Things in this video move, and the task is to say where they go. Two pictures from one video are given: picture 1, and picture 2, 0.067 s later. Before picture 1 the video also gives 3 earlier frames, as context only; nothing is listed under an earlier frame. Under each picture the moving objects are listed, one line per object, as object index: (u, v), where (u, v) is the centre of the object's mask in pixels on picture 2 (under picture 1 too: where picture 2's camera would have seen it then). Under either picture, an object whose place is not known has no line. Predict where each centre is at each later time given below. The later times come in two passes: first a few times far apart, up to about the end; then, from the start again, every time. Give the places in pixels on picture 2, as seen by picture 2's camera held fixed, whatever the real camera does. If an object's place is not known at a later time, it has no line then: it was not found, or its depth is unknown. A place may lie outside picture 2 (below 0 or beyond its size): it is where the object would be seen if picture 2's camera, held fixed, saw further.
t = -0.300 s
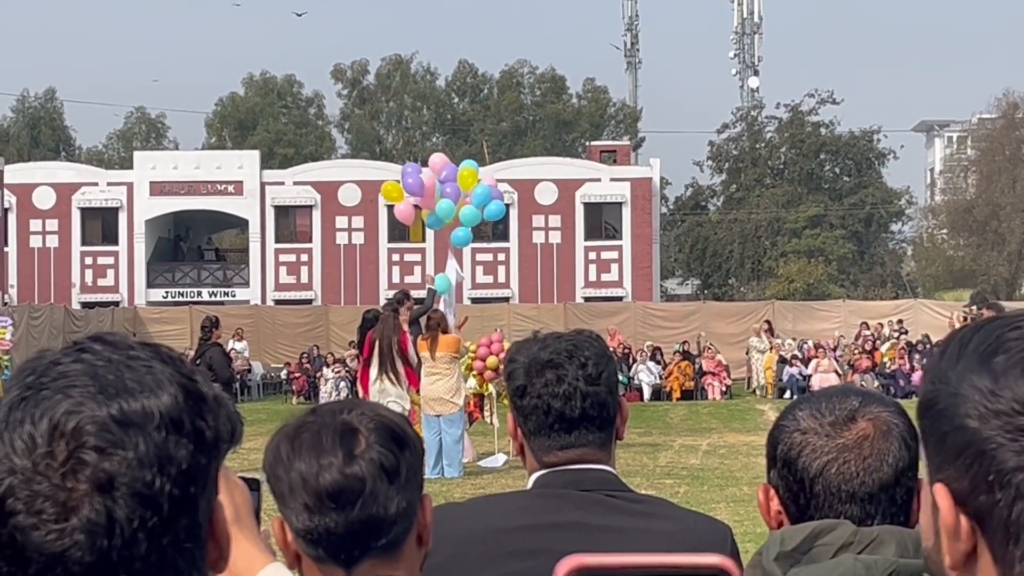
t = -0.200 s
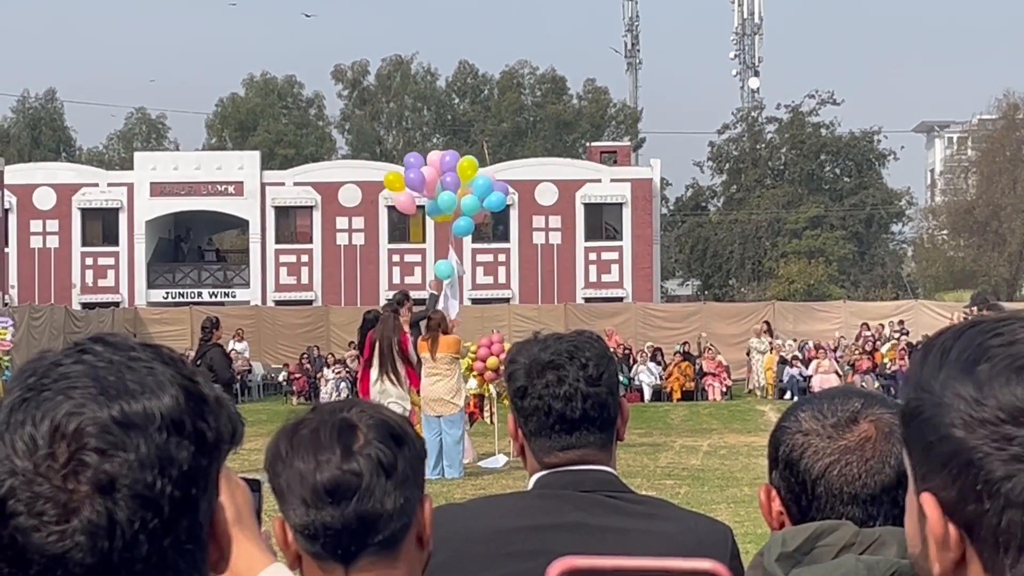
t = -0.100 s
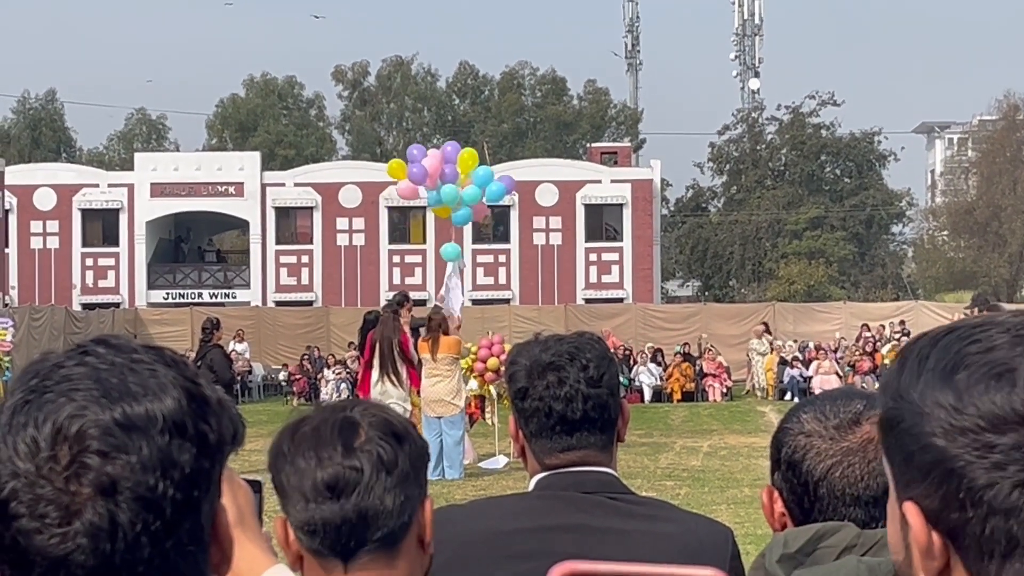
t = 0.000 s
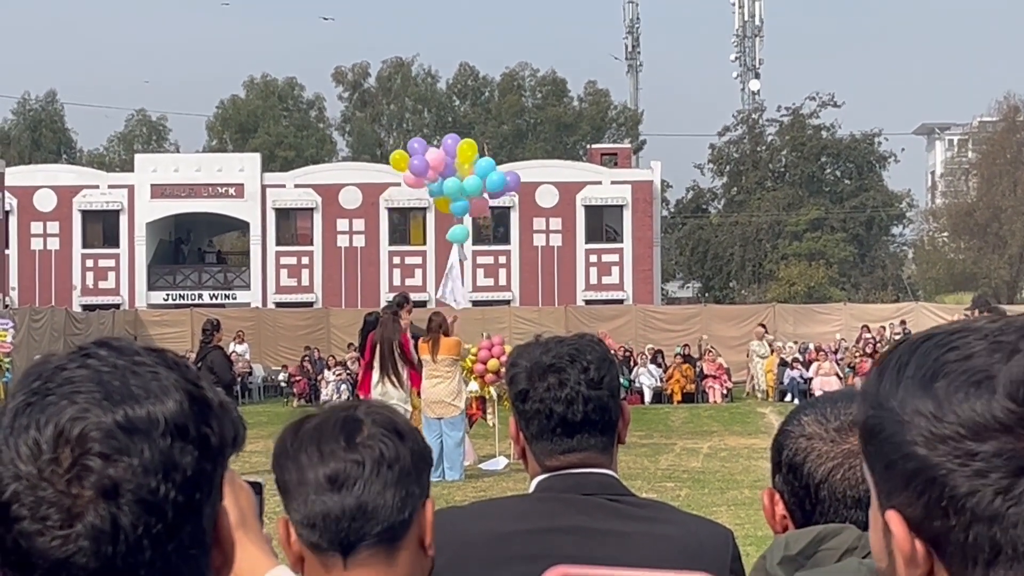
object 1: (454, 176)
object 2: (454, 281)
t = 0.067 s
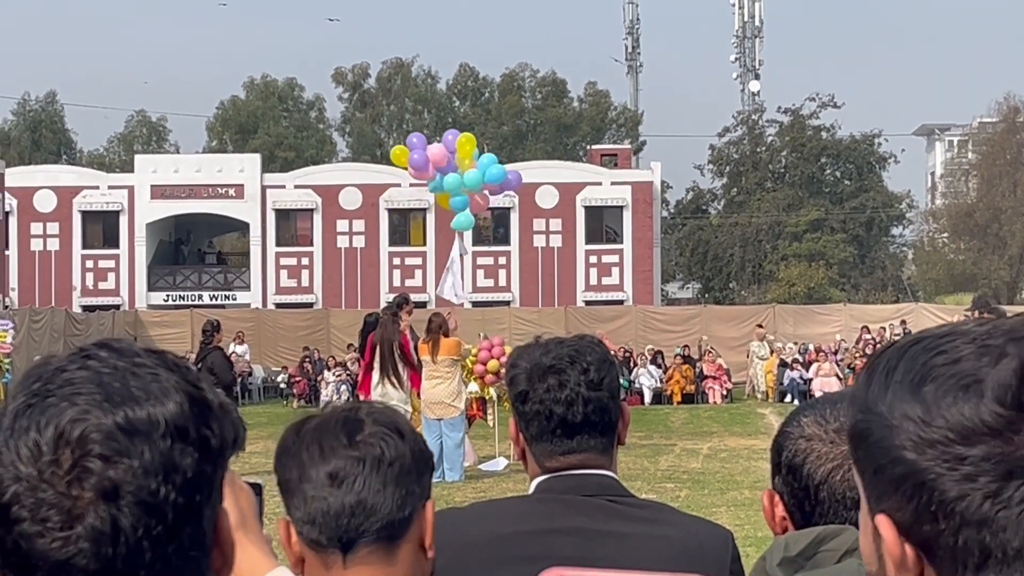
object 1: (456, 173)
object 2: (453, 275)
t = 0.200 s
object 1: (455, 161)
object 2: (454, 263)
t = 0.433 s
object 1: (454, 146)
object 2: (458, 242)
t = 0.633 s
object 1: (453, 132)
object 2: (460, 226)
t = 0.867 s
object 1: (455, 117)
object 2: (461, 210)
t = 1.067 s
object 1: (456, 104)
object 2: (460, 197)
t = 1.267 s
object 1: (454, 89)
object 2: (459, 181)
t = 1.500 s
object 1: (456, 72)
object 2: (458, 162)
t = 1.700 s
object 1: (459, 56)
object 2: (459, 148)
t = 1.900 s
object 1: (460, 41)
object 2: (458, 131)
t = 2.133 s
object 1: (461, 22)
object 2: (458, 113)
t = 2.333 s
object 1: (461, 7)
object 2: (460, 97)
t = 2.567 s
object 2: (464, 78)
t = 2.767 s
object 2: (467, 62)
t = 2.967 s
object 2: (471, 46)
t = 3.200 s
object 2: (475, 28)
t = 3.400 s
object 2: (479, 12)
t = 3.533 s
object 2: (482, 1)
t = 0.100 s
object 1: (457, 170)
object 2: (453, 271)
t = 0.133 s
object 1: (456, 167)
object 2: (453, 269)
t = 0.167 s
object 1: (456, 164)
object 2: (453, 266)
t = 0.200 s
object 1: (455, 161)
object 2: (454, 263)
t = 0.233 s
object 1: (455, 159)
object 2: (454, 260)
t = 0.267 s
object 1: (455, 156)
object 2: (455, 257)
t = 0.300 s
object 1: (454, 154)
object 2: (455, 254)
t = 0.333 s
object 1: (454, 152)
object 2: (456, 251)
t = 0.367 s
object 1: (454, 150)
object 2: (456, 248)
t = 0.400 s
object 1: (454, 148)
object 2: (457, 246)
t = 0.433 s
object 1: (454, 146)
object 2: (458, 242)
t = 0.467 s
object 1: (454, 144)
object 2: (458, 240)
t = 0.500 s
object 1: (454, 142)
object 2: (459, 237)
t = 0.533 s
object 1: (454, 140)
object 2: (459, 234)
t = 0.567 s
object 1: (454, 137)
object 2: (459, 231)
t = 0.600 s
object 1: (454, 135)
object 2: (459, 229)
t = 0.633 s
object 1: (453, 132)
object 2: (460, 226)
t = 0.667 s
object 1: (454, 130)
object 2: (460, 224)
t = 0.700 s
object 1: (454, 128)
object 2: (460, 222)
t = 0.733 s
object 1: (454, 126)
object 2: (460, 220)
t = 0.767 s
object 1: (455, 124)
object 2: (460, 217)
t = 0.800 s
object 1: (455, 122)
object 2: (460, 215)
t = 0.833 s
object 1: (455, 119)
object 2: (461, 212)
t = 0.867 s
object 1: (455, 117)
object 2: (461, 210)
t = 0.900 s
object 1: (456, 115)
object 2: (461, 208)
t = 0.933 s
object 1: (456, 113)
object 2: (461, 205)
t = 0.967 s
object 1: (456, 111)
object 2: (460, 203)
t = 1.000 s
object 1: (456, 109)
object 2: (460, 201)
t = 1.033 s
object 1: (456, 106)
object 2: (460, 199)
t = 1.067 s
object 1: (456, 104)
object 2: (460, 197)
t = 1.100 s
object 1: (456, 101)
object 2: (460, 195)
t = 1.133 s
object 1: (456, 99)
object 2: (460, 192)
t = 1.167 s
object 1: (455, 97)
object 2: (460, 190)
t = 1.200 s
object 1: (454, 94)
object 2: (460, 187)
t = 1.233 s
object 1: (454, 92)
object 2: (459, 184)
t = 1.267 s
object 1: (454, 89)
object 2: (459, 181)
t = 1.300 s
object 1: (454, 87)
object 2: (459, 179)
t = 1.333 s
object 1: (454, 84)
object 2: (459, 176)
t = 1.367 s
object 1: (454, 82)
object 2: (459, 171)
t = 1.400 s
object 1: (454, 80)
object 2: (459, 169)
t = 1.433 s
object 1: (455, 77)
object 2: (458, 168)
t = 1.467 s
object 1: (455, 75)
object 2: (458, 165)
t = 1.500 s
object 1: (456, 72)
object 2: (458, 162)
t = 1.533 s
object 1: (456, 69)
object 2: (458, 160)
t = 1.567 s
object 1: (457, 67)
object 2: (458, 158)
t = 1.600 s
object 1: (458, 64)
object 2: (458, 155)
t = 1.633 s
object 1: (458, 61)
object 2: (457, 151)
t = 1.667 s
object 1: (459, 58)
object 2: (457, 149)
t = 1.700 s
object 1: (459, 56)
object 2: (459, 148)
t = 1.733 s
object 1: (460, 54)
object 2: (459, 146)
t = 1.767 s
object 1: (460, 51)
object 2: (459, 144)
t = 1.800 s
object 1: (460, 48)
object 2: (459, 141)
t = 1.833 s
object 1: (460, 46)
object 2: (458, 137)
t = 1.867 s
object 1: (460, 43)
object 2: (458, 134)
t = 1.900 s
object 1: (460, 41)
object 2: (458, 131)
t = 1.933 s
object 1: (460, 38)
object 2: (458, 129)
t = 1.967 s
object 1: (460, 35)
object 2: (459, 127)
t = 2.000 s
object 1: (460, 32)
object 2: (457, 123)
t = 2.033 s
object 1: (460, 30)
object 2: (457, 121)
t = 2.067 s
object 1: (460, 27)
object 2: (458, 118)
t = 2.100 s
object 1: (461, 25)
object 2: (458, 116)
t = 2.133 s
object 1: (461, 22)
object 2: (458, 113)
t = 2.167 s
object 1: (461, 19)
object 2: (459, 111)
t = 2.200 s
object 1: (461, 17)
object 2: (459, 108)
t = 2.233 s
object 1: (460, 14)
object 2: (459, 105)
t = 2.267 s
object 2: (460, 103)
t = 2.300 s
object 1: (461, 9)
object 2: (460, 100)
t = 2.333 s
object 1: (461, 7)
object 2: (460, 97)
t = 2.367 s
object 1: (462, 4)
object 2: (461, 94)
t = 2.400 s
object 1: (462, 2)
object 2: (461, 92)
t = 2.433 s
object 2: (461, 90)
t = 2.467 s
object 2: (462, 87)
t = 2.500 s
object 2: (463, 84)
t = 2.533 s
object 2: (463, 81)
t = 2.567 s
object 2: (464, 78)
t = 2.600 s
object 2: (464, 75)
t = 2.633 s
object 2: (465, 72)
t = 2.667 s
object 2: (465, 69)
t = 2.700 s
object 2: (466, 67)
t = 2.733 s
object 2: (466, 64)
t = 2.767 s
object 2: (467, 62)
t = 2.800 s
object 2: (468, 59)
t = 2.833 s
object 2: (468, 57)
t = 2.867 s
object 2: (469, 54)
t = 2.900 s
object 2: (470, 51)
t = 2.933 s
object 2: (470, 48)
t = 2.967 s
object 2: (471, 46)
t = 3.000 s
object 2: (472, 43)
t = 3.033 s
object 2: (472, 41)
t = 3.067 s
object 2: (473, 38)
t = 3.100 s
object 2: (474, 36)
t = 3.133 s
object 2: (474, 33)
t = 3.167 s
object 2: (475, 31)
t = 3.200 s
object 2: (475, 28)
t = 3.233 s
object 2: (476, 25)
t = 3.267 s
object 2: (476, 23)
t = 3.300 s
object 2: (477, 20)
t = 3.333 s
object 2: (478, 17)
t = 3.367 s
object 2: (478, 15)
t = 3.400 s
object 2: (479, 12)
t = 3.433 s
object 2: (480, 10)
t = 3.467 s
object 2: (480, 7)
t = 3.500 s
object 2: (481, 4)
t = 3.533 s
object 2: (482, 1)
